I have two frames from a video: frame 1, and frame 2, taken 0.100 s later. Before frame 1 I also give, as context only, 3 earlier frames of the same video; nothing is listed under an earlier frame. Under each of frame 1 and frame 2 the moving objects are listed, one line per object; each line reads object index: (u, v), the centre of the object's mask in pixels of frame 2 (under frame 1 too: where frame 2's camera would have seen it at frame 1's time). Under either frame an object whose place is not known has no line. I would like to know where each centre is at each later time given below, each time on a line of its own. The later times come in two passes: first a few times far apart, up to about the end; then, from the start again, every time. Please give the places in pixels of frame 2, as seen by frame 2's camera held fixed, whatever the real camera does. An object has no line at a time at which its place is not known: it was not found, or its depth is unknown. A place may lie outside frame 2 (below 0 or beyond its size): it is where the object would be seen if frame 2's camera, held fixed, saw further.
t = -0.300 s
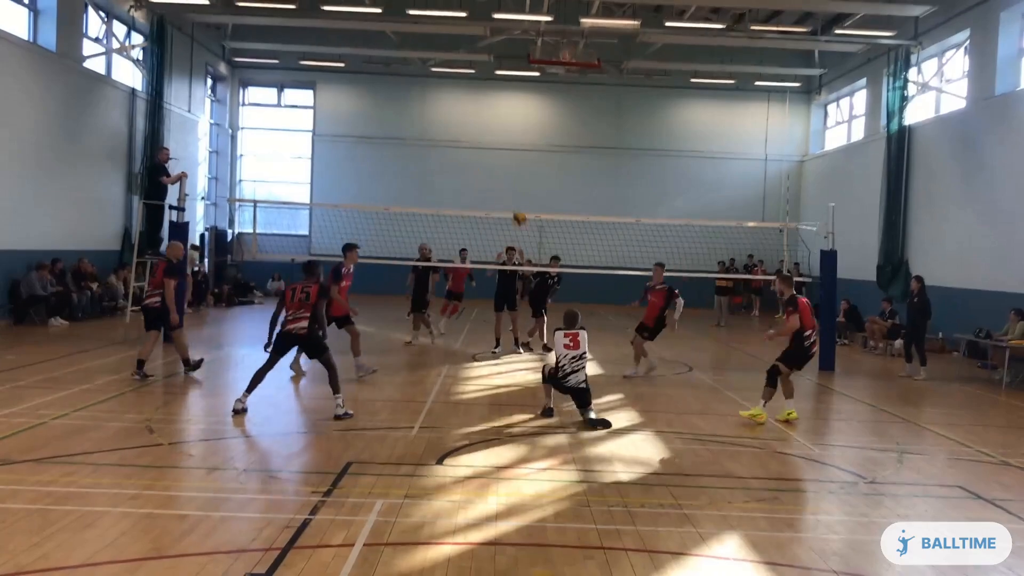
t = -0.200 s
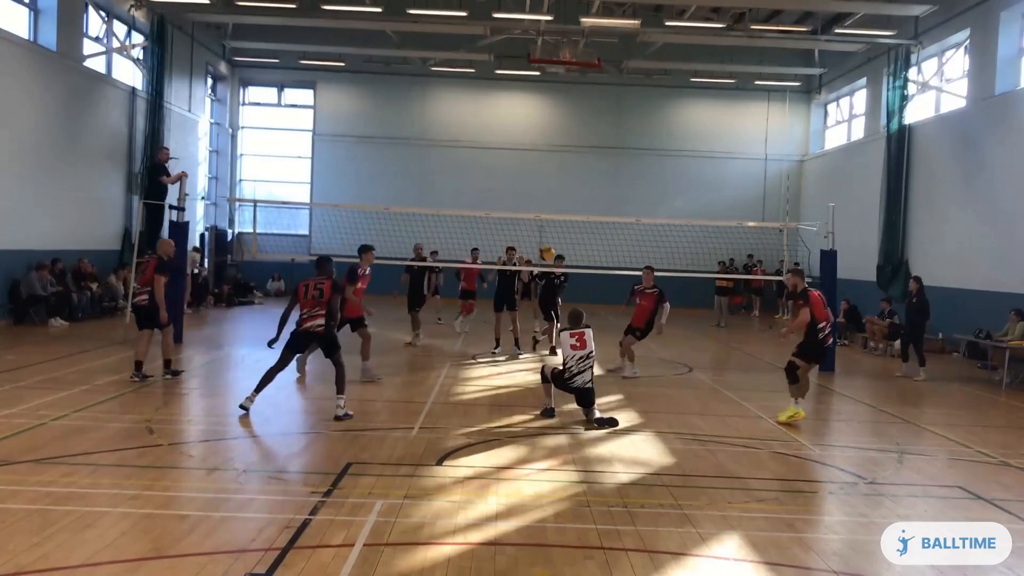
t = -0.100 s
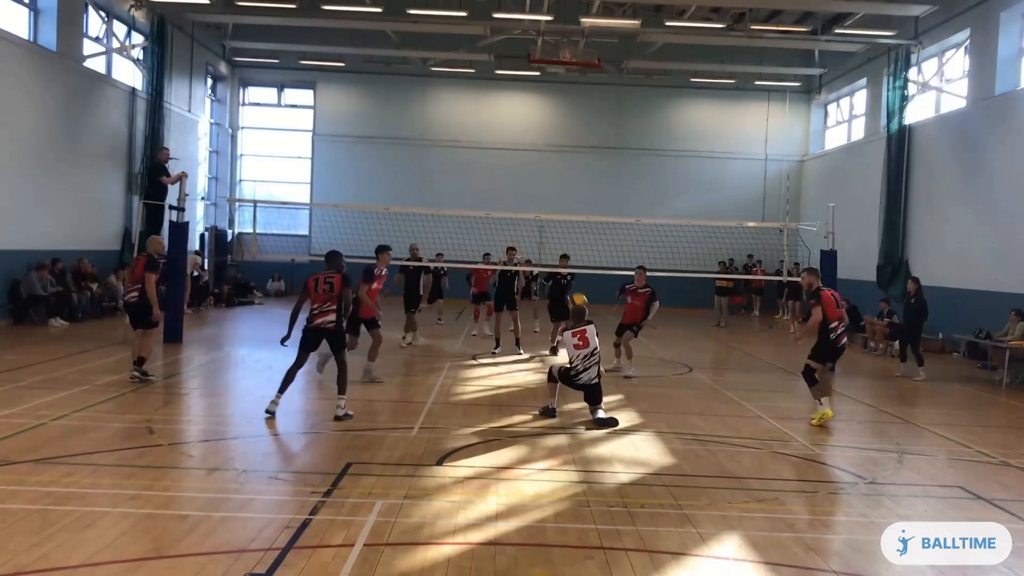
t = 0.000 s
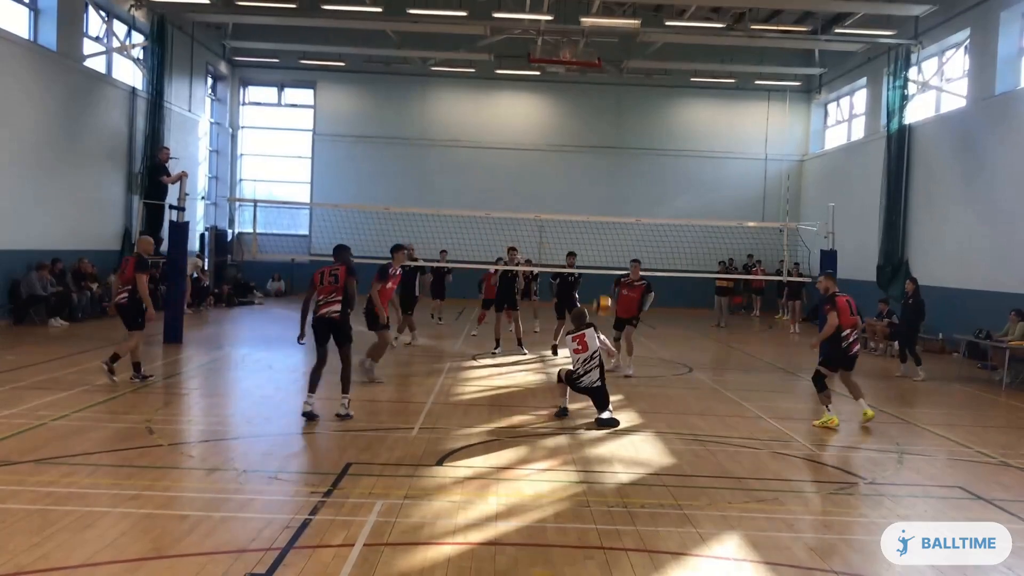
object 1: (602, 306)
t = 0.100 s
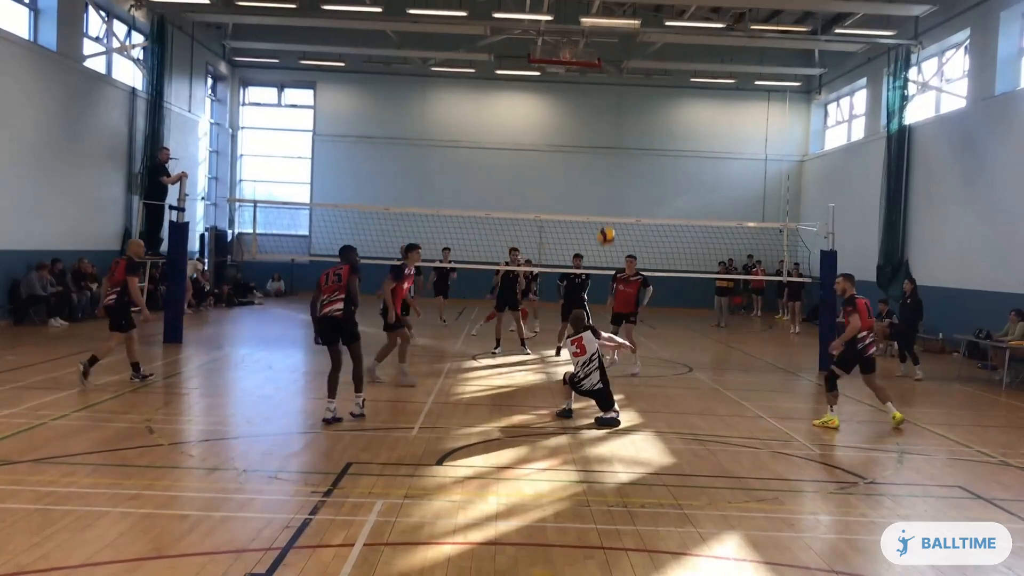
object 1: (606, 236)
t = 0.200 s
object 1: (610, 178)
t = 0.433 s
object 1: (616, 86)
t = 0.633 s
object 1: (620, 48)
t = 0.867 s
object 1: (623, 41)
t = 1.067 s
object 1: (623, 63)
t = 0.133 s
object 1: (607, 215)
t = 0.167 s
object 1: (608, 196)
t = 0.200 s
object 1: (610, 178)
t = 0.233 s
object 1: (611, 162)
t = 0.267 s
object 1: (612, 146)
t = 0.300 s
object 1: (613, 133)
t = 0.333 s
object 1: (614, 119)
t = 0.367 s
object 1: (614, 107)
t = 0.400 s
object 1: (615, 96)
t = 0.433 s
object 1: (616, 86)
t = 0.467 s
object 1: (616, 77)
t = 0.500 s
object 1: (617, 69)
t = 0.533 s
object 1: (618, 63)
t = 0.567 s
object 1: (618, 57)
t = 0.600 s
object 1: (619, 52)
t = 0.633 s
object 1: (620, 48)
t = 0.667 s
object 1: (620, 44)
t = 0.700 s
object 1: (621, 42)
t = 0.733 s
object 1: (621, 40)
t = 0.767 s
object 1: (622, 39)
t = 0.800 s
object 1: (622, 39)
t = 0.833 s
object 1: (622, 39)
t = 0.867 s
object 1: (623, 41)
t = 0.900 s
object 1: (623, 42)
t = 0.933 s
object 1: (623, 45)
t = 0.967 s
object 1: (623, 49)
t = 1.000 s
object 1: (622, 53)
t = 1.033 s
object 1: (623, 59)
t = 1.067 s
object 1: (623, 63)
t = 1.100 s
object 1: (623, 68)
